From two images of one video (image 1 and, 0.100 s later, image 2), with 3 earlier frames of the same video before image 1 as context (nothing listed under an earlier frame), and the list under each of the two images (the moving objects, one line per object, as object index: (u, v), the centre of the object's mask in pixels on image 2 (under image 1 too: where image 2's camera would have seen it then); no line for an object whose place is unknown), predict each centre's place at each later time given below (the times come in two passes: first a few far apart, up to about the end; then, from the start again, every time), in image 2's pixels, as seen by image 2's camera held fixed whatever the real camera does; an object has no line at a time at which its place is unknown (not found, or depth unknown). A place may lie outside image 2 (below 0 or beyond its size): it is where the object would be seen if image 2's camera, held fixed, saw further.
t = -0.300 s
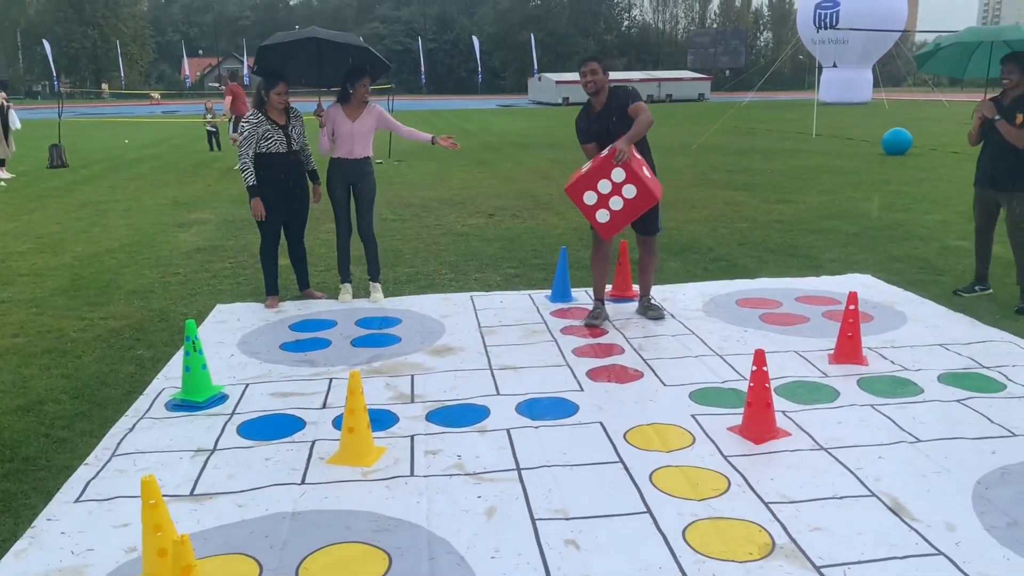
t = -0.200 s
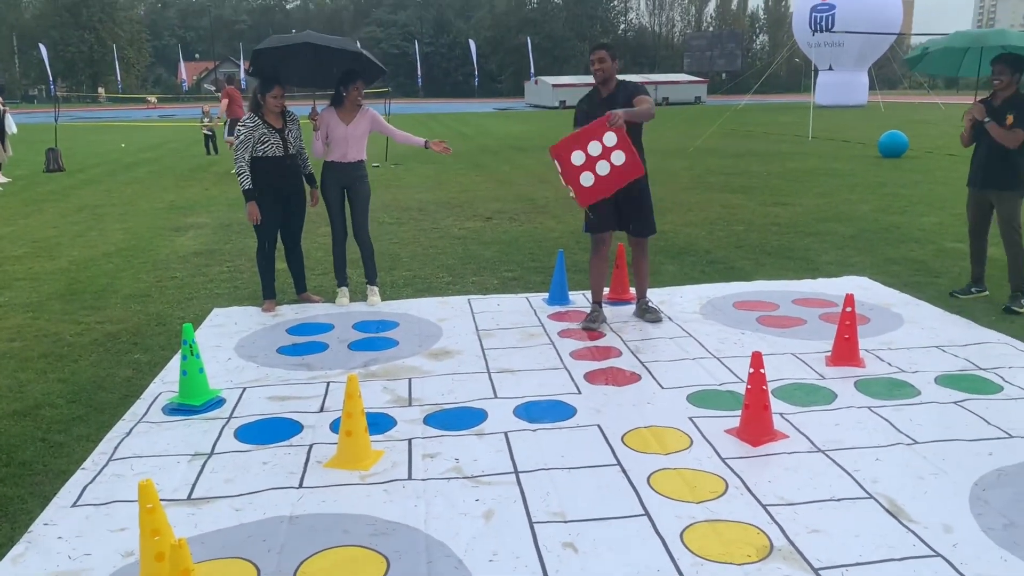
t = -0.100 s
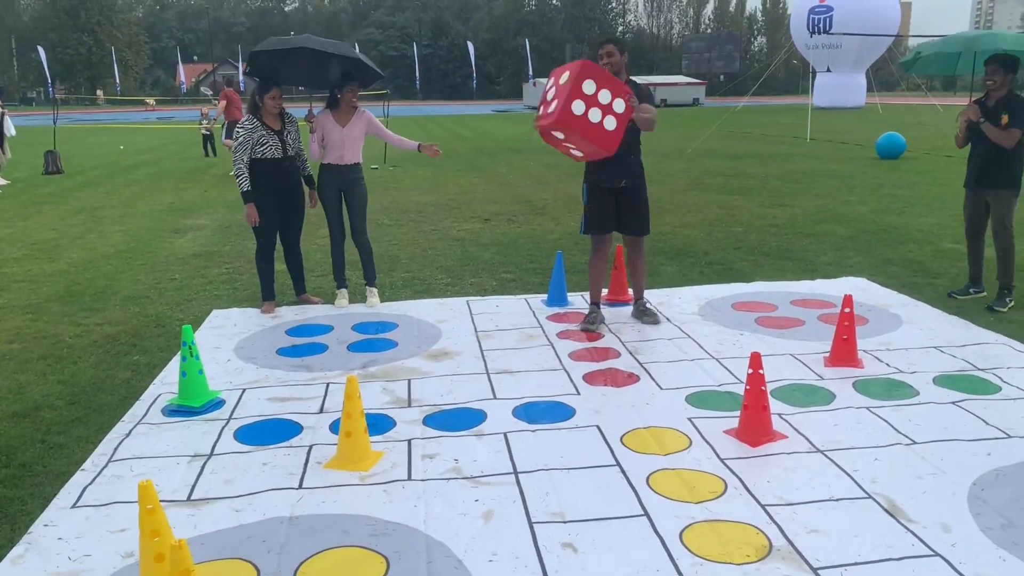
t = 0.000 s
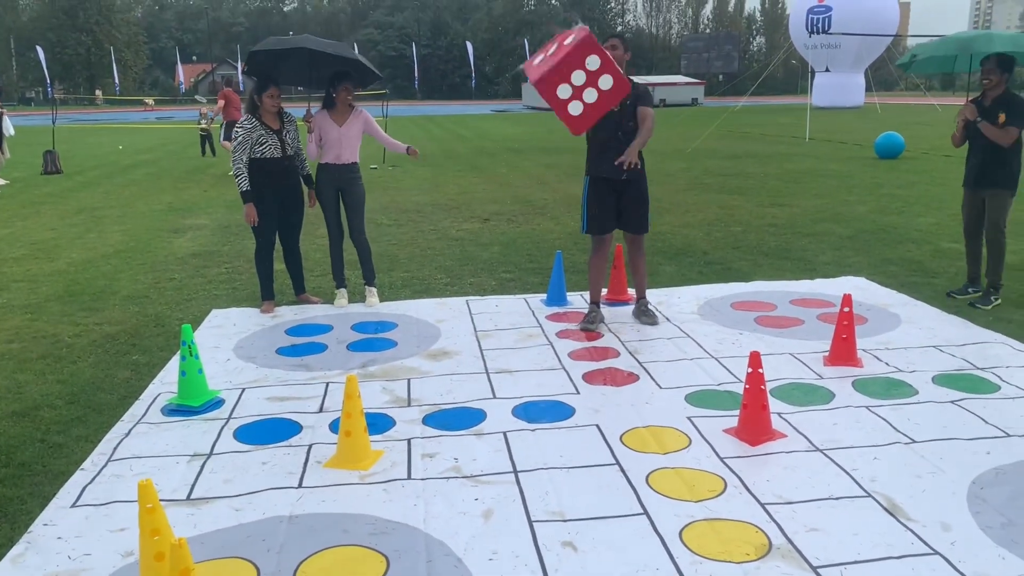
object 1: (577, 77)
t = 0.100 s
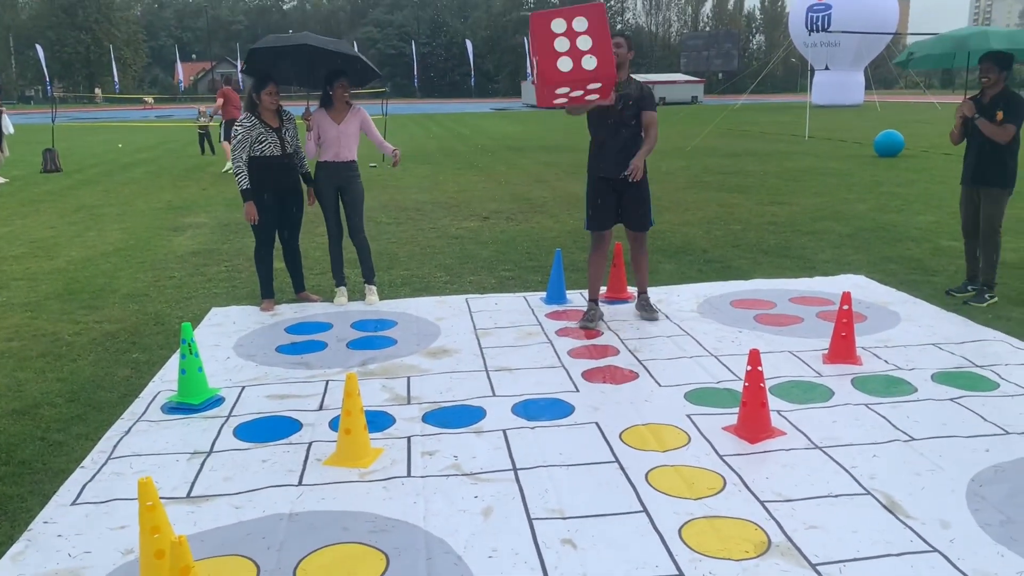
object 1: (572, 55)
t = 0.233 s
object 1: (576, 77)
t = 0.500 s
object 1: (572, 208)
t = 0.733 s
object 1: (570, 332)
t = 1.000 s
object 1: (609, 315)
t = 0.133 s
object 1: (572, 55)
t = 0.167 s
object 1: (575, 58)
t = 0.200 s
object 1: (577, 65)
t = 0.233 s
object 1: (576, 77)
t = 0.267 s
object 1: (576, 87)
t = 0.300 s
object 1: (573, 101)
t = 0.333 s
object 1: (569, 115)
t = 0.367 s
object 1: (567, 126)
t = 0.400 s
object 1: (567, 141)
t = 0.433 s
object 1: (567, 159)
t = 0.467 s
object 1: (570, 182)
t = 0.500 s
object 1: (572, 208)
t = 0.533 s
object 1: (570, 236)
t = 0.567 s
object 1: (569, 265)
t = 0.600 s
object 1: (566, 297)
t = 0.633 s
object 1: (563, 328)
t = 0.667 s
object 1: (561, 347)
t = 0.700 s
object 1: (565, 342)
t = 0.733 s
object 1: (570, 332)
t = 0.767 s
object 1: (576, 321)
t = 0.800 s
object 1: (581, 314)
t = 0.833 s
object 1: (586, 307)
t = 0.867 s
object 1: (591, 305)
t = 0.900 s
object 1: (597, 305)
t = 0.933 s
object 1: (602, 307)
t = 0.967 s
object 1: (606, 311)
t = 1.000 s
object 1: (609, 315)
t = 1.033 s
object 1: (613, 322)
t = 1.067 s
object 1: (617, 331)
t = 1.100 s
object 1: (621, 336)
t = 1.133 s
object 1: (627, 337)
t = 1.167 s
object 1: (633, 336)
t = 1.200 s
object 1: (639, 336)
